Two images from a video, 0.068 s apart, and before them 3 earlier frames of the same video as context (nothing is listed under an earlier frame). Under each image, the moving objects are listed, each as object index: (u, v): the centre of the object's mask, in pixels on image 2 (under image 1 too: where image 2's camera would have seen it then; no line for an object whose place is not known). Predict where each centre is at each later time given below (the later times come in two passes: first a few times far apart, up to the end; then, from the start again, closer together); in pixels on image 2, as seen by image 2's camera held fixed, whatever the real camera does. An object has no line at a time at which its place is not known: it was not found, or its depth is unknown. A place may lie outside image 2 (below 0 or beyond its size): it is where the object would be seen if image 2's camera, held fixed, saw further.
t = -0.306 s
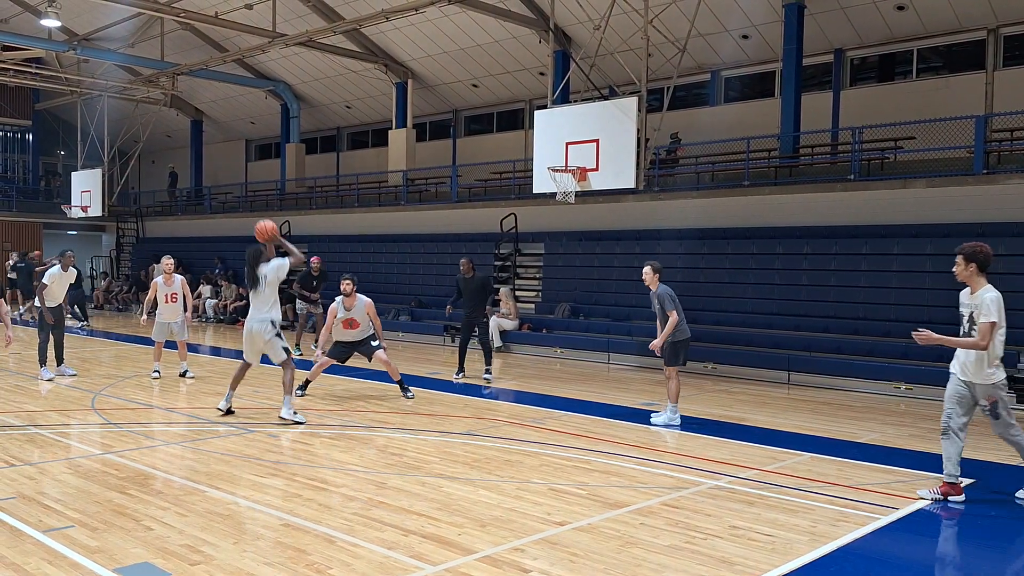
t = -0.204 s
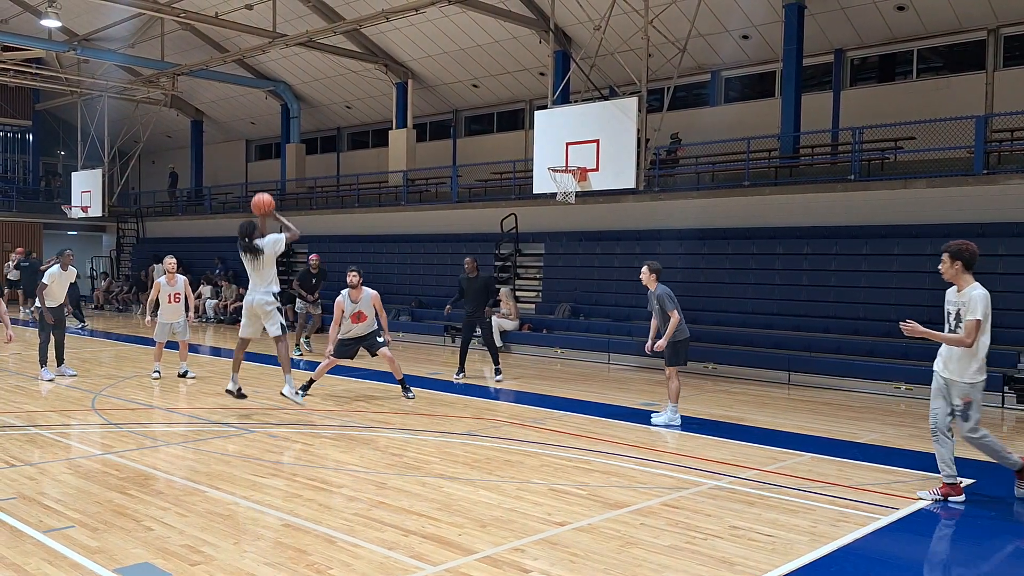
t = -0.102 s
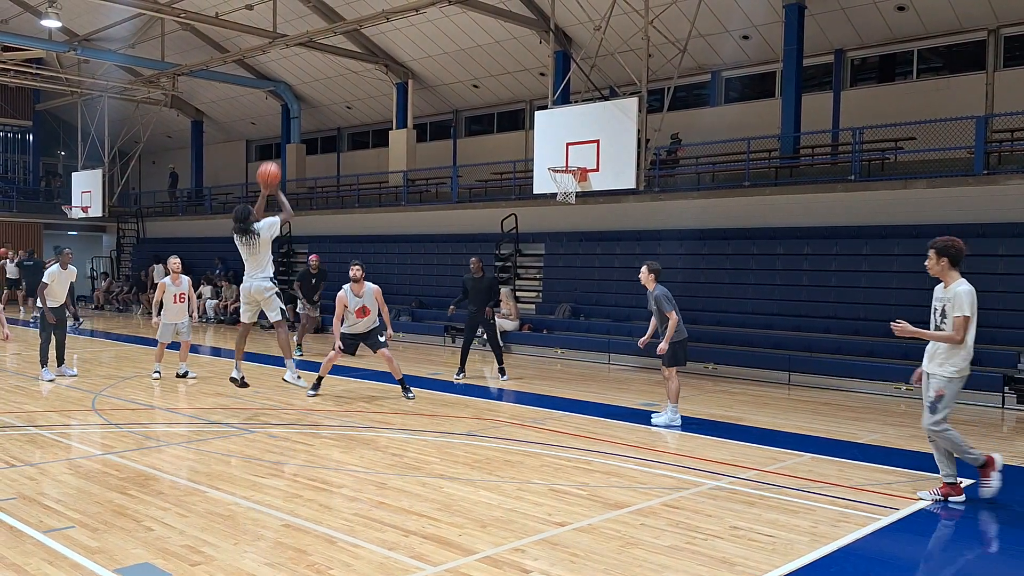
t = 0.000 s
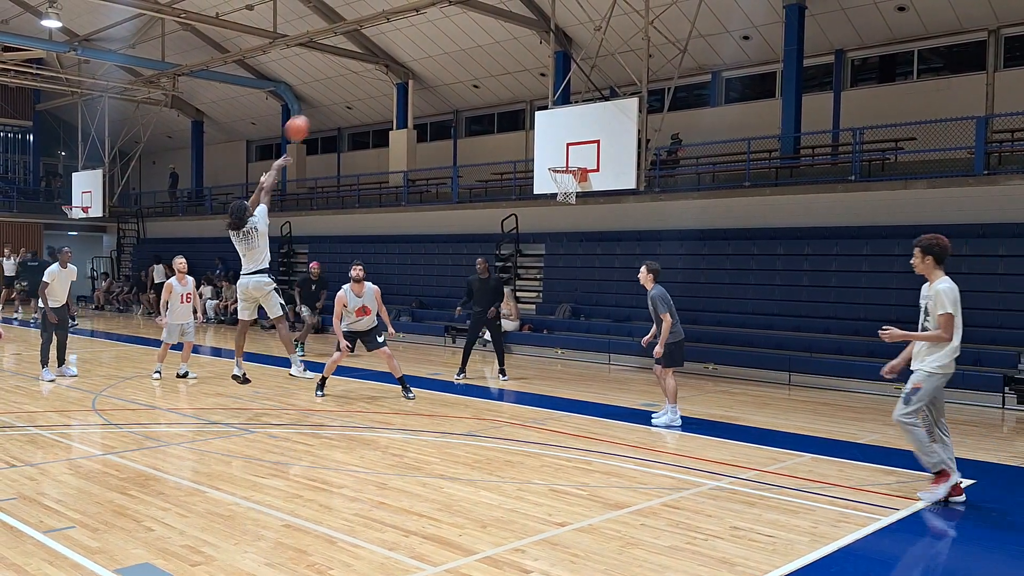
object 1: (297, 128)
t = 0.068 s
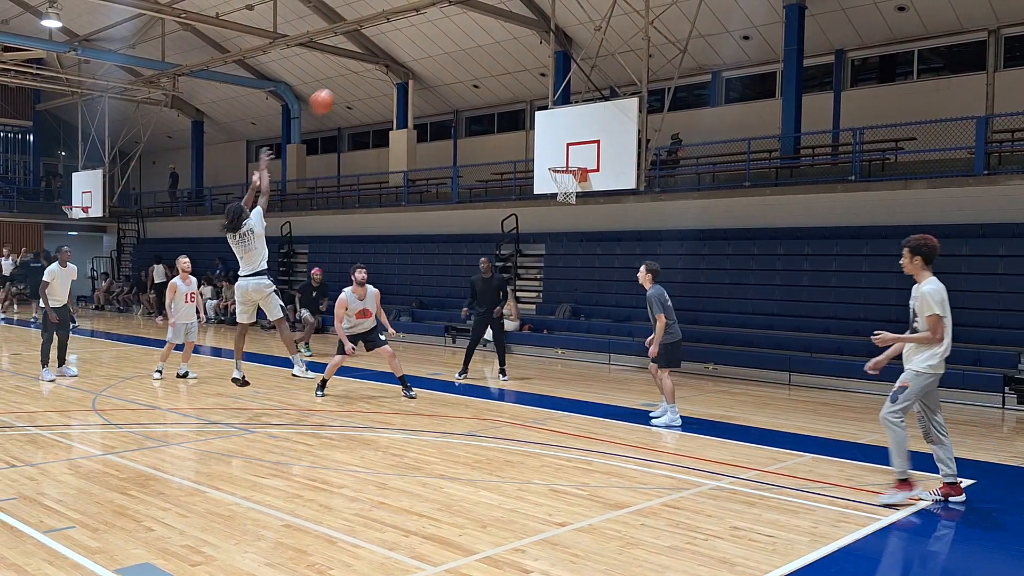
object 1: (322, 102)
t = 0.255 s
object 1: (383, 53)
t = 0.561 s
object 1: (469, 42)
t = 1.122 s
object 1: (557, 175)
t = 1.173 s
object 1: (554, 182)
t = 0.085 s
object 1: (328, 95)
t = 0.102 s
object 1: (334, 89)
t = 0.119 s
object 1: (340, 84)
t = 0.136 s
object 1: (345, 80)
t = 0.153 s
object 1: (351, 75)
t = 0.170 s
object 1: (357, 71)
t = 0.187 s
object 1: (362, 66)
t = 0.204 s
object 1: (368, 63)
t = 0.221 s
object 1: (373, 59)
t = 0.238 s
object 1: (378, 56)
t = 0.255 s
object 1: (383, 53)
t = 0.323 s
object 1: (404, 44)
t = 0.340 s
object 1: (409, 42)
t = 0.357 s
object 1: (413, 41)
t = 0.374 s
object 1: (419, 40)
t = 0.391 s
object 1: (424, 39)
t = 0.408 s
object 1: (428, 38)
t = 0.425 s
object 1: (433, 38)
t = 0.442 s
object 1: (438, 38)
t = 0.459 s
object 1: (443, 38)
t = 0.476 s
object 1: (447, 38)
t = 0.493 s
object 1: (451, 39)
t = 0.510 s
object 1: (456, 39)
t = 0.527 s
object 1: (460, 40)
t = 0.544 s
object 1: (465, 41)
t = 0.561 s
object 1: (469, 42)
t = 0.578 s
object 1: (473, 44)
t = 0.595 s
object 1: (477, 46)
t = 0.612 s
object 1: (481, 48)
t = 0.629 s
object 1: (485, 50)
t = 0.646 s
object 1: (490, 53)
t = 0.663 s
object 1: (493, 56)
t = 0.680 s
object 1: (498, 58)
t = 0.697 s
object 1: (503, 61)
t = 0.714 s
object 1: (508, 64)
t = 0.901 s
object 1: (547, 111)
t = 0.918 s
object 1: (551, 117)
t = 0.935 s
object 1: (554, 123)
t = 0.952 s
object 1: (558, 128)
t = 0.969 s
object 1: (561, 134)
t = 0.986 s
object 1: (564, 140)
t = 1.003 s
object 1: (567, 146)
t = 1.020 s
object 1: (570, 153)
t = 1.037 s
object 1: (573, 158)
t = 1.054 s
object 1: (576, 163)
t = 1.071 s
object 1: (572, 168)
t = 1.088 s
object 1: (567, 170)
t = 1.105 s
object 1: (562, 172)
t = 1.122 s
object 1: (557, 175)
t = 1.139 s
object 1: (555, 178)
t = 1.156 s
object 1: (554, 180)
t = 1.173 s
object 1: (554, 182)
